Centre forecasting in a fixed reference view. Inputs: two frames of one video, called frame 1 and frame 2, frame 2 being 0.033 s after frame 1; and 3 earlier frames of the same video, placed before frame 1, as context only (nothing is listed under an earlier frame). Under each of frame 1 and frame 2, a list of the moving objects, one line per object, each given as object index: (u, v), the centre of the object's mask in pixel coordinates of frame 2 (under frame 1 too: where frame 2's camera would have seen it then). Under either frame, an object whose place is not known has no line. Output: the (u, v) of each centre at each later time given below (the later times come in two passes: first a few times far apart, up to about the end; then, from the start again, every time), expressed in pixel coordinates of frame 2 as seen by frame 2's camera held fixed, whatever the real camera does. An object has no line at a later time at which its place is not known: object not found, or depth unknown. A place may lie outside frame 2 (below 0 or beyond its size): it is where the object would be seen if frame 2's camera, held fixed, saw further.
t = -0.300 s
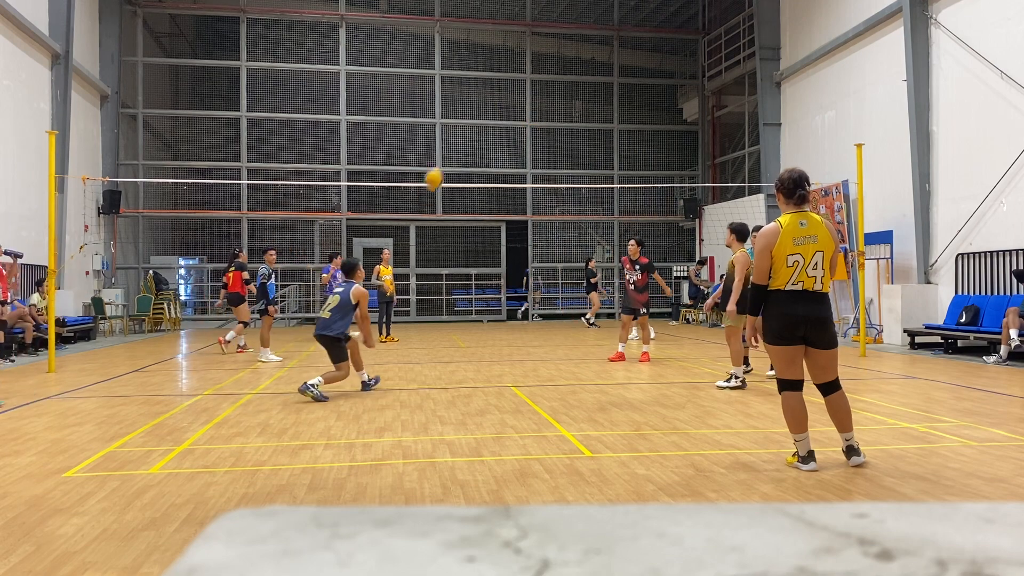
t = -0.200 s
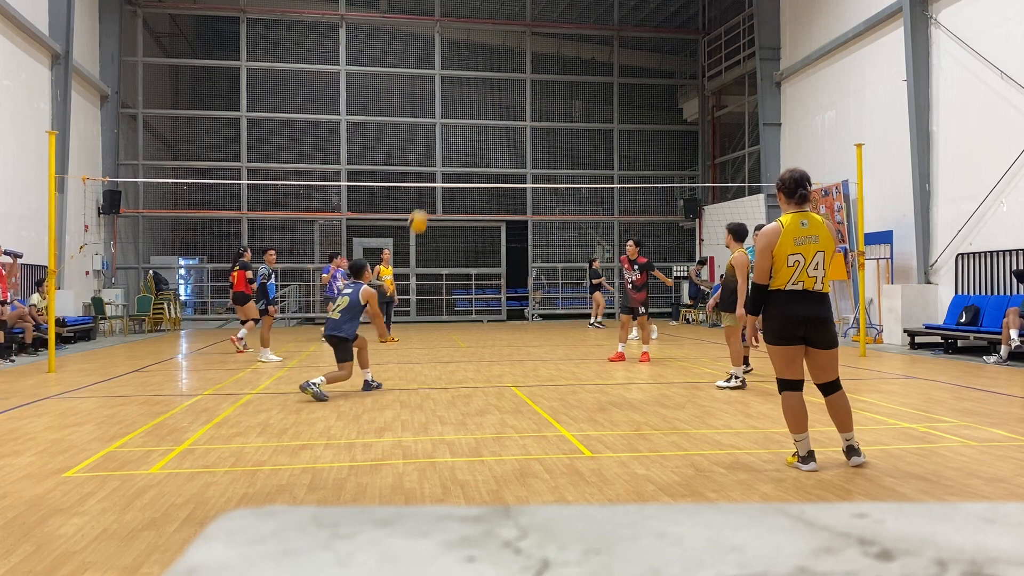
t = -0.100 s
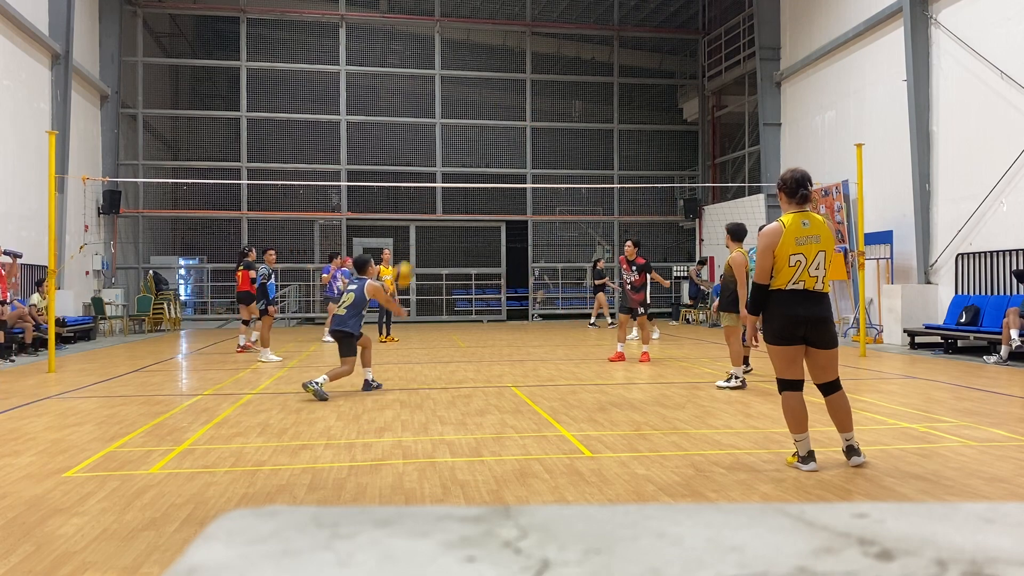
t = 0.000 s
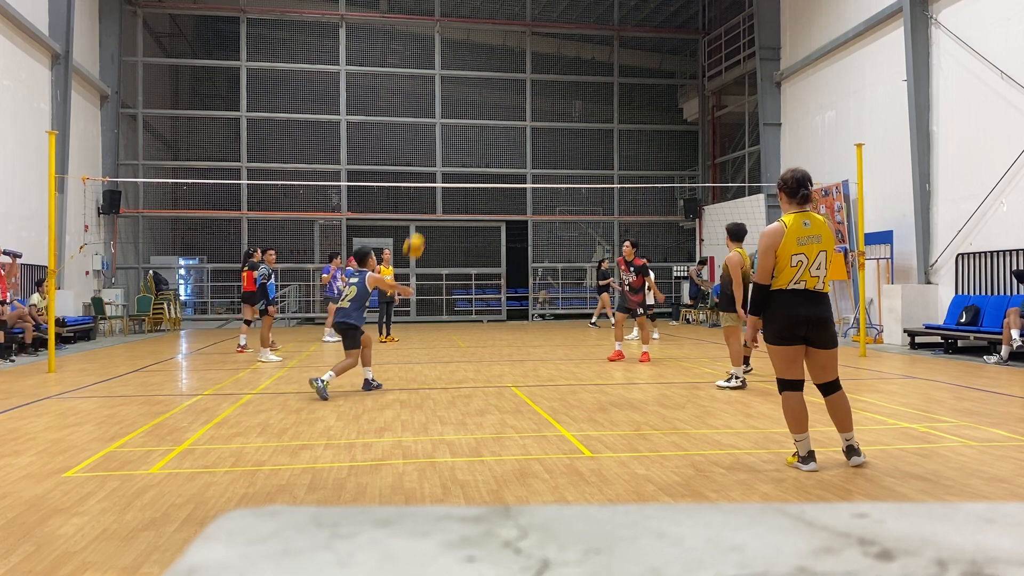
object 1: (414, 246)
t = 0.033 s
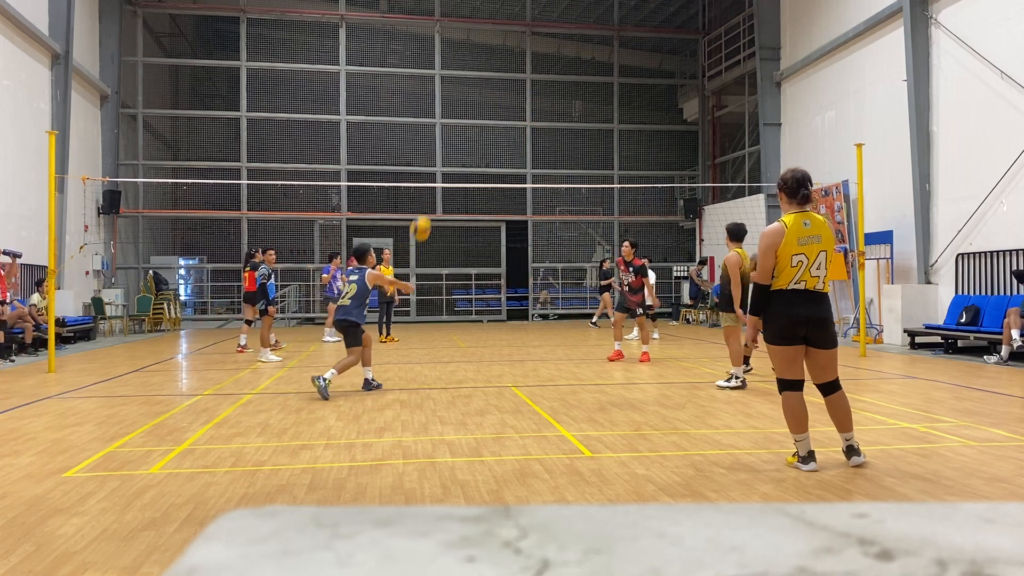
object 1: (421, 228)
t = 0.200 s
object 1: (454, 156)
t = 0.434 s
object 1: (495, 101)
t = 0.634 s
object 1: (529, 93)
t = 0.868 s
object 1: (565, 127)
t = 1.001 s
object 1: (583, 163)
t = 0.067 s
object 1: (428, 211)
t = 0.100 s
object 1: (434, 196)
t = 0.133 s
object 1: (441, 181)
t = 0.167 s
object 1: (447, 168)
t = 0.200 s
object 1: (454, 156)
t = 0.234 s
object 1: (460, 144)
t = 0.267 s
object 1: (466, 135)
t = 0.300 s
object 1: (472, 126)
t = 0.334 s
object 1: (478, 118)
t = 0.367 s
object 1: (484, 111)
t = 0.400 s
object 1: (490, 105)
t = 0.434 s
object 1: (495, 101)
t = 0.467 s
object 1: (501, 97)
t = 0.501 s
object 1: (507, 94)
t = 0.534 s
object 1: (512, 93)
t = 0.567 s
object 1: (518, 92)
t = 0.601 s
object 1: (523, 92)
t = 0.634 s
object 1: (529, 93)
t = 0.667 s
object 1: (534, 96)
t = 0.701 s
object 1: (539, 99)
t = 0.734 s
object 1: (544, 103)
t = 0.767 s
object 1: (550, 107)
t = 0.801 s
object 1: (555, 113)
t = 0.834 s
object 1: (559, 119)
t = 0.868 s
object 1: (565, 127)
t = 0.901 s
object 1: (570, 135)
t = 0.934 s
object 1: (574, 144)
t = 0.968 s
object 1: (579, 153)
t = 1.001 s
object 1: (583, 163)
